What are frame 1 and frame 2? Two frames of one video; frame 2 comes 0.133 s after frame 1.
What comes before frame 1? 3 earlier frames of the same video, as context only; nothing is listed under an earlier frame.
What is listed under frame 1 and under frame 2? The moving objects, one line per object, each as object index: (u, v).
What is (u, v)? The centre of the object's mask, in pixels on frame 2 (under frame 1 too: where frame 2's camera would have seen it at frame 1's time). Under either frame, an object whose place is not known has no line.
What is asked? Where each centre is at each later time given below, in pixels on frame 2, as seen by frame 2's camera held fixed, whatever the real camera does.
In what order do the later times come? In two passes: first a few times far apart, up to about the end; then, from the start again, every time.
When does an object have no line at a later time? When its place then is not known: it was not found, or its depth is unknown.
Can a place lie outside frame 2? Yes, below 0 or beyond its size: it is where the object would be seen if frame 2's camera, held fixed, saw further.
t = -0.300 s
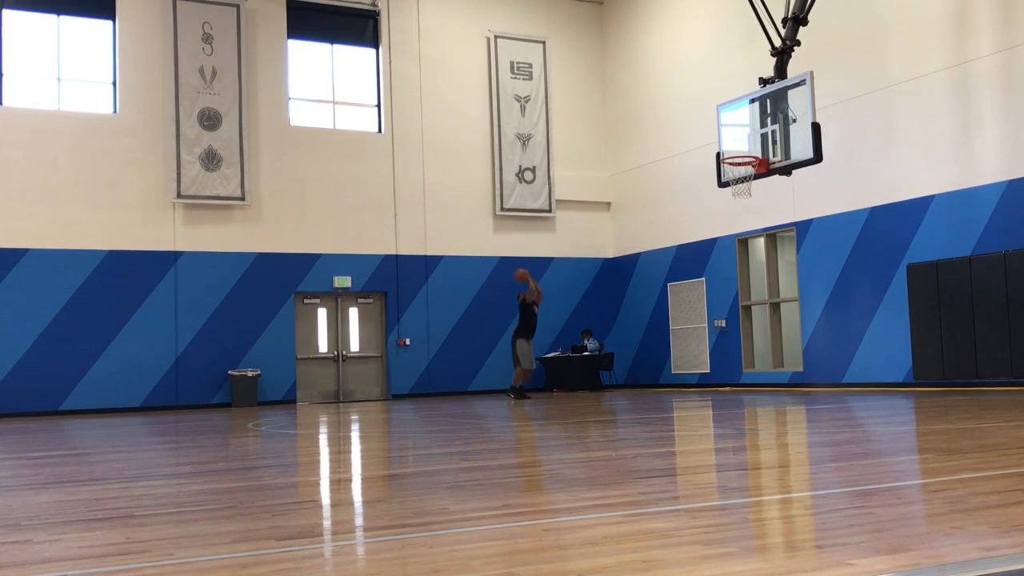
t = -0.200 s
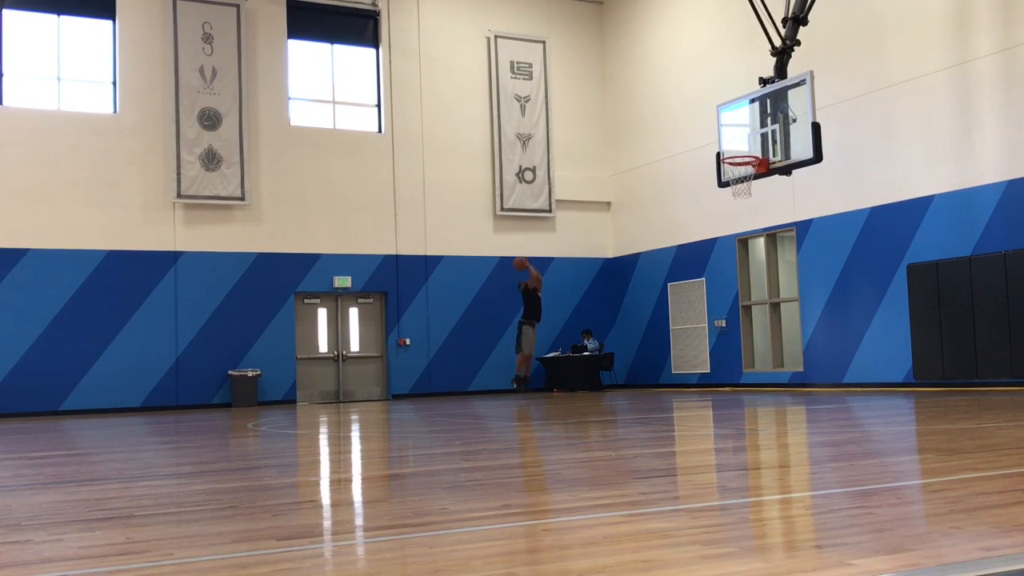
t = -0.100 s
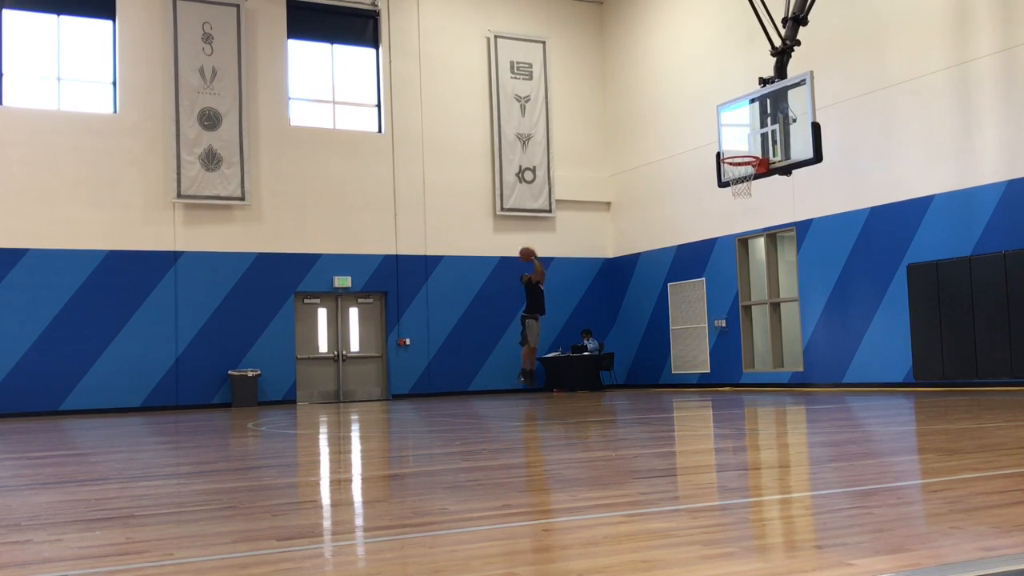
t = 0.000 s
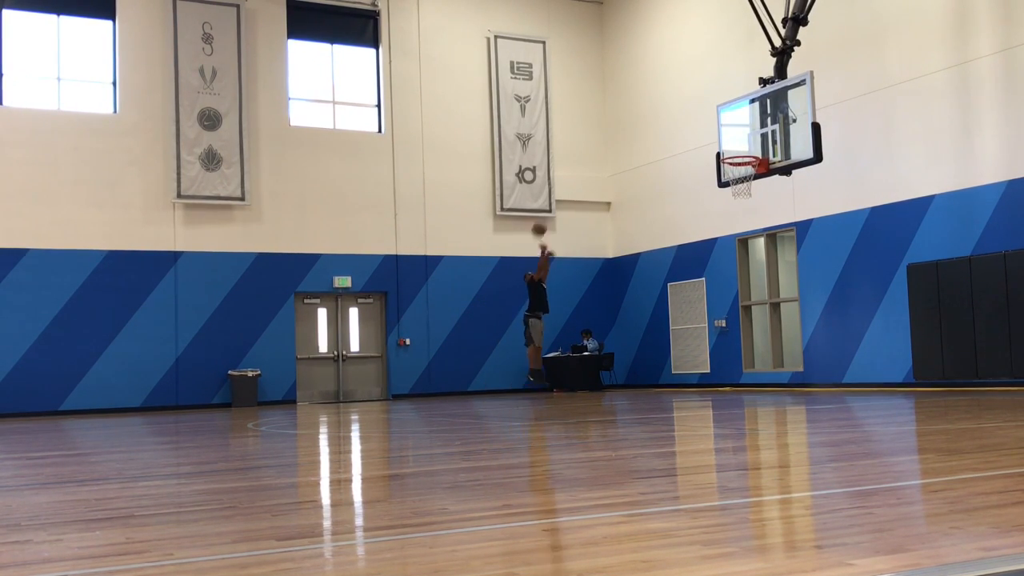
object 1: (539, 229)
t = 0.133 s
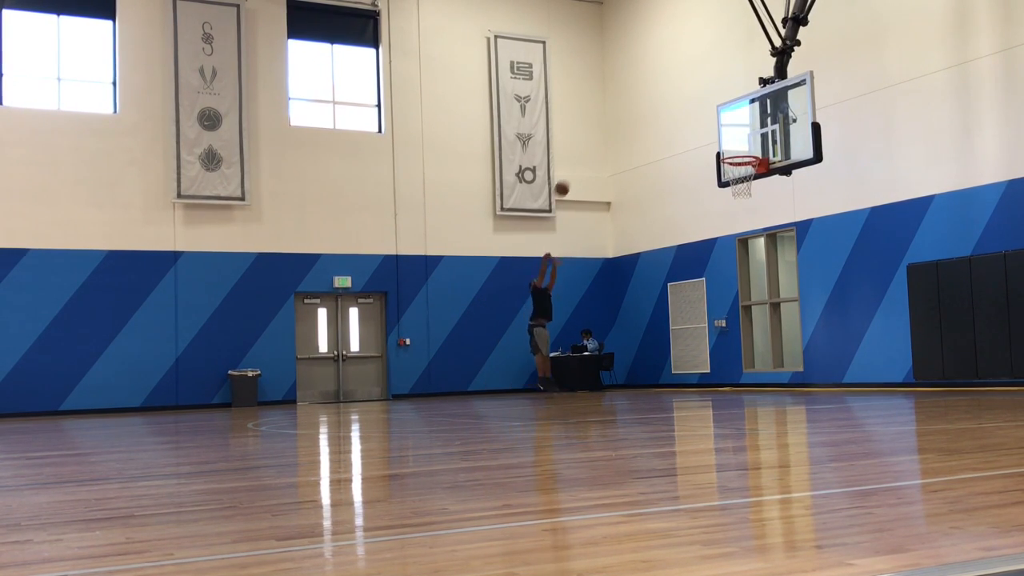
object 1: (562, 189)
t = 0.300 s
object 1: (592, 151)
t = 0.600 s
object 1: (656, 121)
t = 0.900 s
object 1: (735, 151)
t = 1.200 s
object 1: (742, 266)
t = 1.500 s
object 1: (733, 363)
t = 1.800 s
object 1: (703, 283)
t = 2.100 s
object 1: (678, 270)
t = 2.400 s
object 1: (658, 316)
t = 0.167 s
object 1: (568, 180)
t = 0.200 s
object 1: (574, 172)
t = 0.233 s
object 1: (580, 164)
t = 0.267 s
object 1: (586, 157)
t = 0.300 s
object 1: (592, 151)
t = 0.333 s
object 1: (599, 145)
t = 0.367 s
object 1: (606, 140)
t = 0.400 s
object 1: (612, 135)
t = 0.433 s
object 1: (619, 131)
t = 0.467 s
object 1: (626, 128)
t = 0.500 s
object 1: (634, 125)
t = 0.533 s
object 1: (641, 123)
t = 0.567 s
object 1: (649, 121)
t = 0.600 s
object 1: (656, 121)
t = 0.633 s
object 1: (664, 121)
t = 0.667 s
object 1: (672, 121)
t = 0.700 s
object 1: (681, 123)
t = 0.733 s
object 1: (689, 125)
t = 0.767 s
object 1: (697, 129)
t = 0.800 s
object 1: (706, 133)
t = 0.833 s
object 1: (715, 138)
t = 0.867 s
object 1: (724, 144)
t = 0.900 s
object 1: (735, 151)
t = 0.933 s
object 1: (744, 159)
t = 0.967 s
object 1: (746, 171)
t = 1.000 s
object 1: (746, 183)
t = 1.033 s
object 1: (744, 195)
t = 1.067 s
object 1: (743, 207)
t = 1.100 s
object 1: (742, 221)
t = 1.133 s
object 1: (742, 236)
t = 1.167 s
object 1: (742, 250)
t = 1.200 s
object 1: (742, 266)
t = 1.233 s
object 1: (742, 284)
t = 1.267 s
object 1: (741, 301)
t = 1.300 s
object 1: (742, 317)
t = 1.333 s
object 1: (741, 338)
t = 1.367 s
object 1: (741, 356)
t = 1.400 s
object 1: (741, 377)
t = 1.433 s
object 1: (741, 391)
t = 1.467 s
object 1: (736, 376)
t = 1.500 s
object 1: (733, 363)
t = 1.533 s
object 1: (729, 351)
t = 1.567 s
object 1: (726, 339)
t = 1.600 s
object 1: (722, 328)
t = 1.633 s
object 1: (719, 318)
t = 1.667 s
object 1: (716, 310)
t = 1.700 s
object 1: (712, 302)
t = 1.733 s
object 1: (709, 295)
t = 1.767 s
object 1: (706, 289)
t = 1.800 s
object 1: (703, 283)
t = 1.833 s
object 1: (700, 278)
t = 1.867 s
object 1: (697, 274)
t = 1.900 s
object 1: (694, 271)
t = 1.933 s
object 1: (691, 269)
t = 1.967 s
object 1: (688, 268)
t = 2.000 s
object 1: (686, 267)
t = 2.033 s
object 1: (683, 268)
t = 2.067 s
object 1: (680, 269)
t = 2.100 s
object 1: (678, 270)
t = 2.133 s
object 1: (675, 272)
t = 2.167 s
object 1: (674, 275)
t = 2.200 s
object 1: (671, 279)
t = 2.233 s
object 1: (669, 283)
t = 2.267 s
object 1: (667, 289)
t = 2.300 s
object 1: (664, 294)
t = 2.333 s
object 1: (662, 301)
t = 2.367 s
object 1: (660, 308)
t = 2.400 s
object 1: (658, 316)
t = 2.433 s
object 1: (657, 324)
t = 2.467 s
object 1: (655, 334)
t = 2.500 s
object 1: (653, 343)
